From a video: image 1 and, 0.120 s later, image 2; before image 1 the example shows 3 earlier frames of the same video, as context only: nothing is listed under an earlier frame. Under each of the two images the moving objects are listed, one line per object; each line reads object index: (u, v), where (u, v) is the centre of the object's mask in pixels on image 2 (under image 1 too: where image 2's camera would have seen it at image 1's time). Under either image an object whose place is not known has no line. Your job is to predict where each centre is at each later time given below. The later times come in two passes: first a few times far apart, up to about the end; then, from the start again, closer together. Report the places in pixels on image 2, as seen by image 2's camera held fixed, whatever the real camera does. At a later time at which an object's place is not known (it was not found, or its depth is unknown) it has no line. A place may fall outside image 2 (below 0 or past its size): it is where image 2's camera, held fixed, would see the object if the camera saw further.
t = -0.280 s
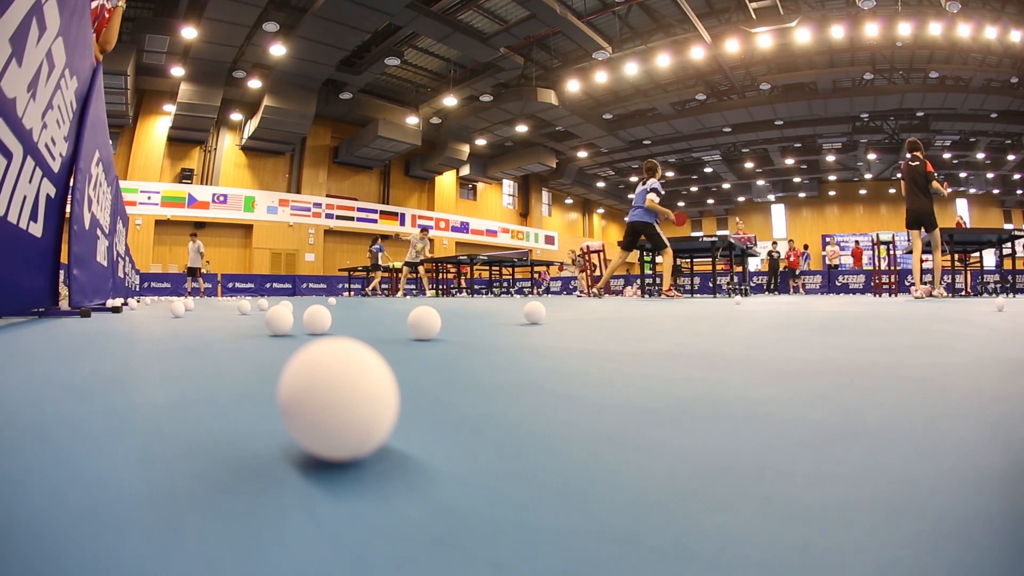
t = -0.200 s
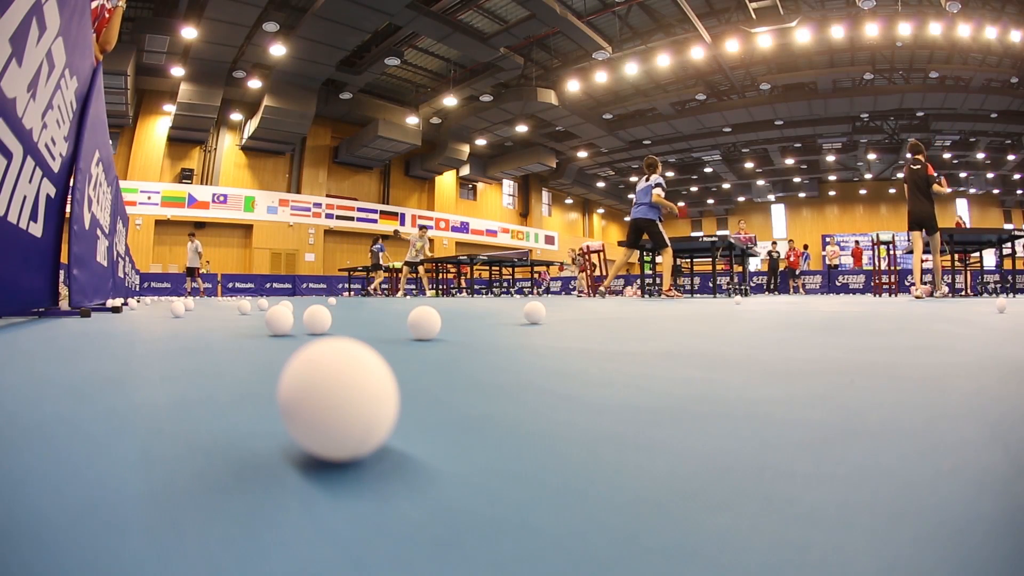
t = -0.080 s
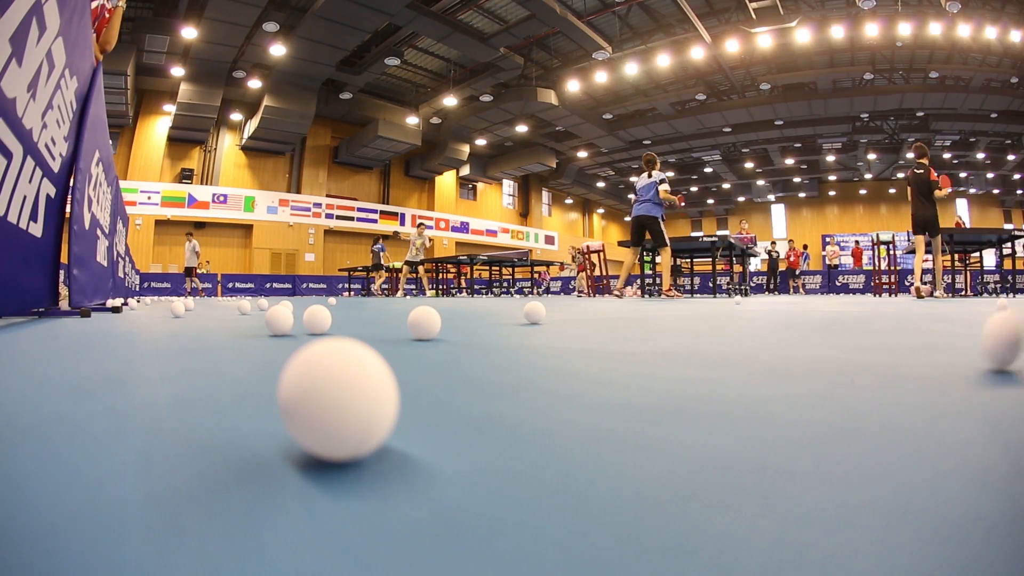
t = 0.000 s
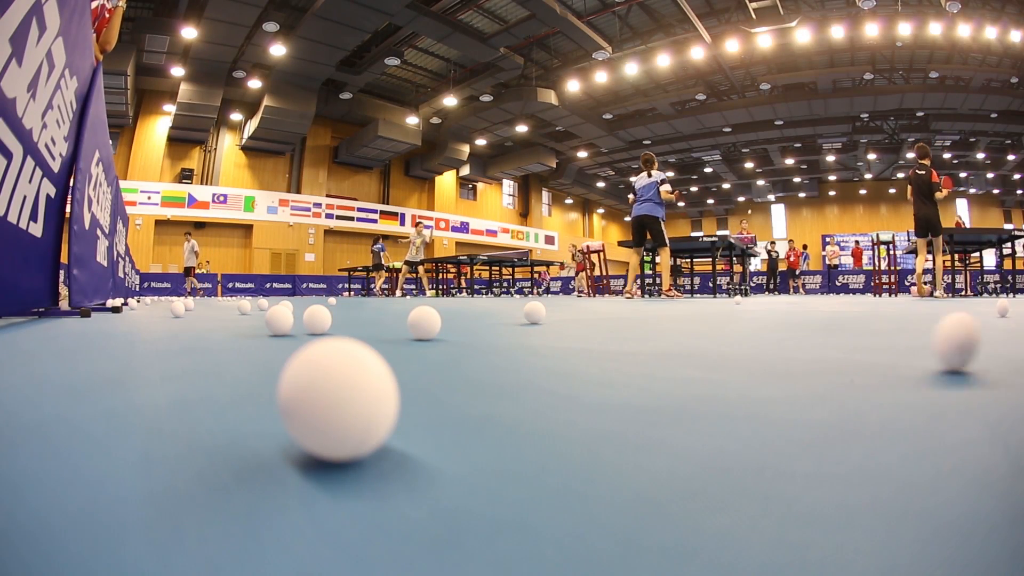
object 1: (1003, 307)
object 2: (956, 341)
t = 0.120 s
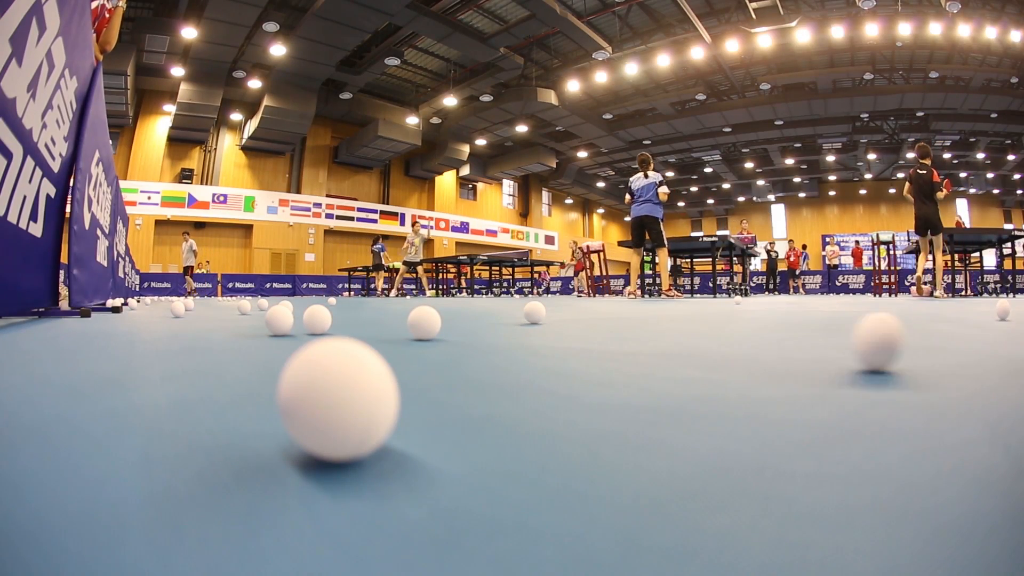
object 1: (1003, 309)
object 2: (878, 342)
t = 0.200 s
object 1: (1003, 312)
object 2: (822, 341)
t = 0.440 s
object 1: (1000, 318)
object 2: (656, 336)
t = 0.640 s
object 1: (992, 329)
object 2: (547, 332)
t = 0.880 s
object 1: (959, 366)
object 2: (453, 325)
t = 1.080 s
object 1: (629, 496)
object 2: (433, 324)
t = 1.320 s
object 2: (416, 324)
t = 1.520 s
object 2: (403, 322)
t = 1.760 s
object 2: (390, 322)
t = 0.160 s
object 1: (1003, 310)
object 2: (850, 342)
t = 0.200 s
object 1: (1003, 312)
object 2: (822, 341)
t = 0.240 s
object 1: (1002, 312)
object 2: (794, 340)
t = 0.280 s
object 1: (1002, 313)
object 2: (766, 340)
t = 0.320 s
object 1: (1002, 314)
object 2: (737, 339)
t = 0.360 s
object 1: (1001, 315)
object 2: (709, 338)
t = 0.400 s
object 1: (1001, 317)
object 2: (682, 337)
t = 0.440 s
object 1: (1000, 318)
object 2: (656, 336)
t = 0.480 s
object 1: (999, 319)
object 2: (632, 335)
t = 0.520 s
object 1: (998, 321)
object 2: (608, 334)
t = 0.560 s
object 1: (996, 324)
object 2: (587, 333)
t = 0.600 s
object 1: (995, 326)
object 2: (566, 333)
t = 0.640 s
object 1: (992, 329)
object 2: (547, 332)
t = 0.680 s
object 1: (990, 332)
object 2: (527, 330)
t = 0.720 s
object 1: (987, 336)
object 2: (510, 329)
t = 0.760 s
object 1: (982, 342)
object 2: (494, 328)
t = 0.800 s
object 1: (976, 348)
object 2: (479, 327)
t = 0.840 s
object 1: (969, 355)
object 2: (465, 326)
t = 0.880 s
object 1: (959, 366)
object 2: (453, 325)
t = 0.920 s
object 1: (944, 379)
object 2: (445, 324)
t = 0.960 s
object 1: (919, 400)
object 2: (443, 325)
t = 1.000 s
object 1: (878, 431)
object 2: (440, 325)
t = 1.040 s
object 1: (797, 473)
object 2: (436, 324)
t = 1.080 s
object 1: (629, 496)
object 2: (433, 324)
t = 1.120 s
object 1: (351, 506)
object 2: (430, 324)
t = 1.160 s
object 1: (166, 491)
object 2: (427, 324)
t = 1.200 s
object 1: (75, 476)
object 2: (424, 324)
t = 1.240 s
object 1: (33, 448)
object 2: (421, 324)
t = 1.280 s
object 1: (11, 428)
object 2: (419, 324)
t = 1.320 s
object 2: (416, 324)
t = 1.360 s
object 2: (413, 323)
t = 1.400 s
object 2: (411, 323)
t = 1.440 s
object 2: (408, 323)
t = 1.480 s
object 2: (406, 323)
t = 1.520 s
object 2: (403, 322)
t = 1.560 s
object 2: (401, 322)
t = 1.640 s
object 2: (396, 322)
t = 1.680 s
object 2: (394, 322)
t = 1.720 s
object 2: (392, 322)
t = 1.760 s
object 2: (390, 322)
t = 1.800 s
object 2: (388, 322)
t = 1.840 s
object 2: (385, 322)
